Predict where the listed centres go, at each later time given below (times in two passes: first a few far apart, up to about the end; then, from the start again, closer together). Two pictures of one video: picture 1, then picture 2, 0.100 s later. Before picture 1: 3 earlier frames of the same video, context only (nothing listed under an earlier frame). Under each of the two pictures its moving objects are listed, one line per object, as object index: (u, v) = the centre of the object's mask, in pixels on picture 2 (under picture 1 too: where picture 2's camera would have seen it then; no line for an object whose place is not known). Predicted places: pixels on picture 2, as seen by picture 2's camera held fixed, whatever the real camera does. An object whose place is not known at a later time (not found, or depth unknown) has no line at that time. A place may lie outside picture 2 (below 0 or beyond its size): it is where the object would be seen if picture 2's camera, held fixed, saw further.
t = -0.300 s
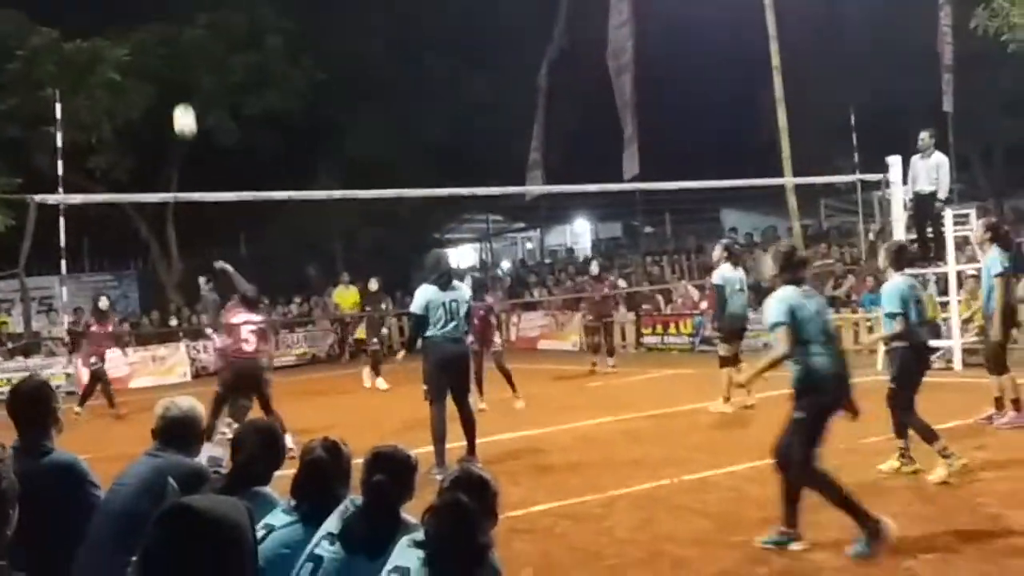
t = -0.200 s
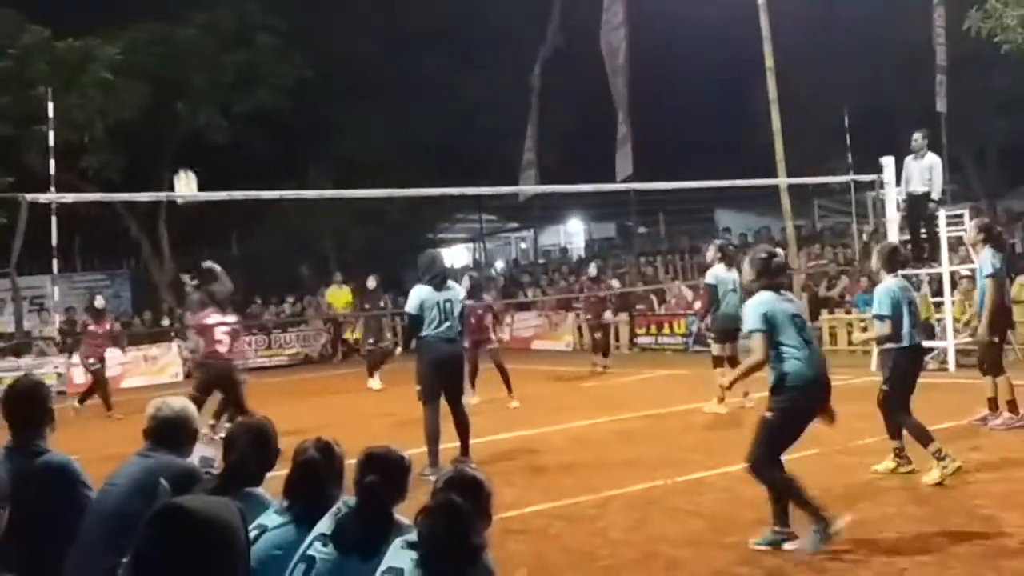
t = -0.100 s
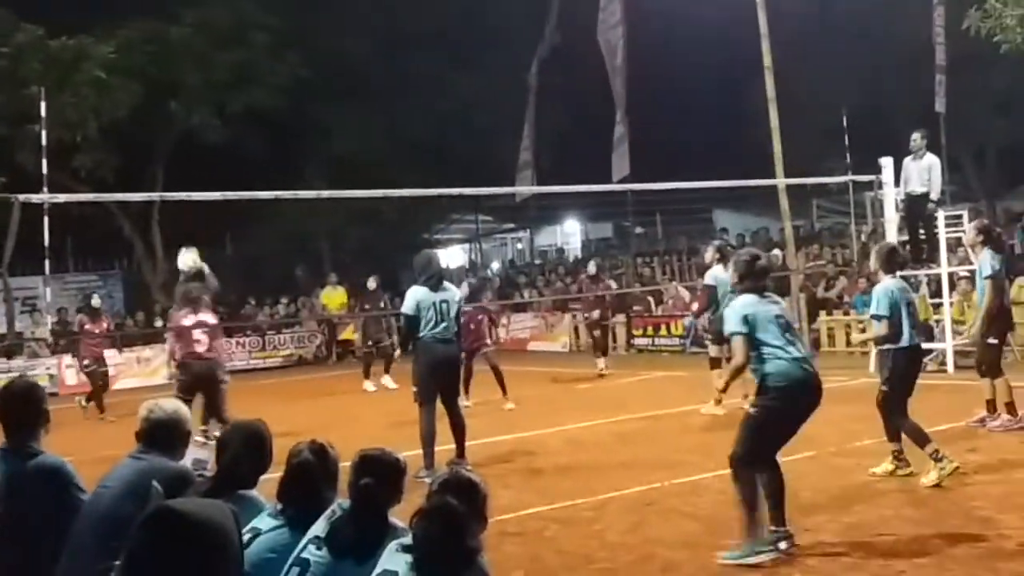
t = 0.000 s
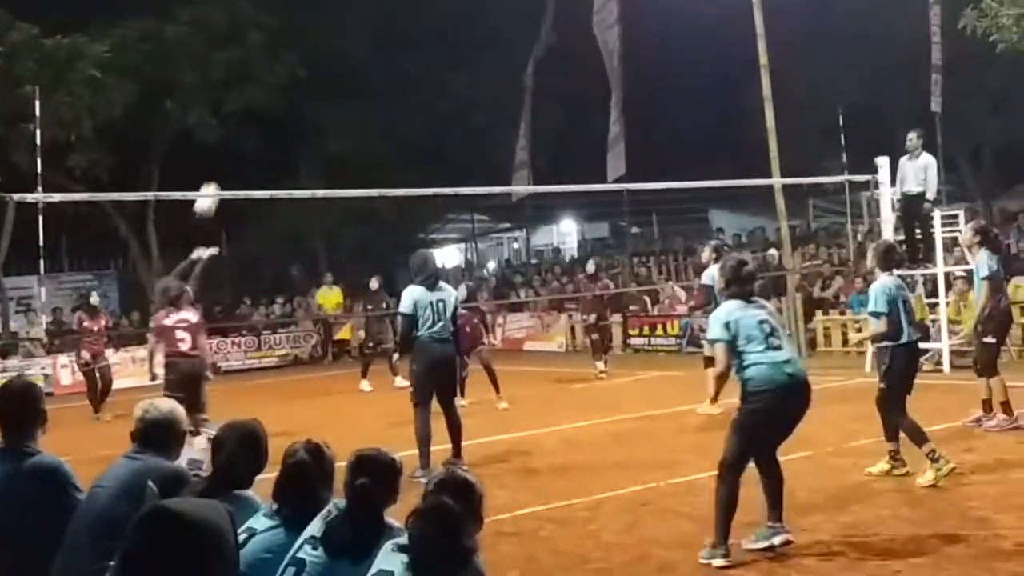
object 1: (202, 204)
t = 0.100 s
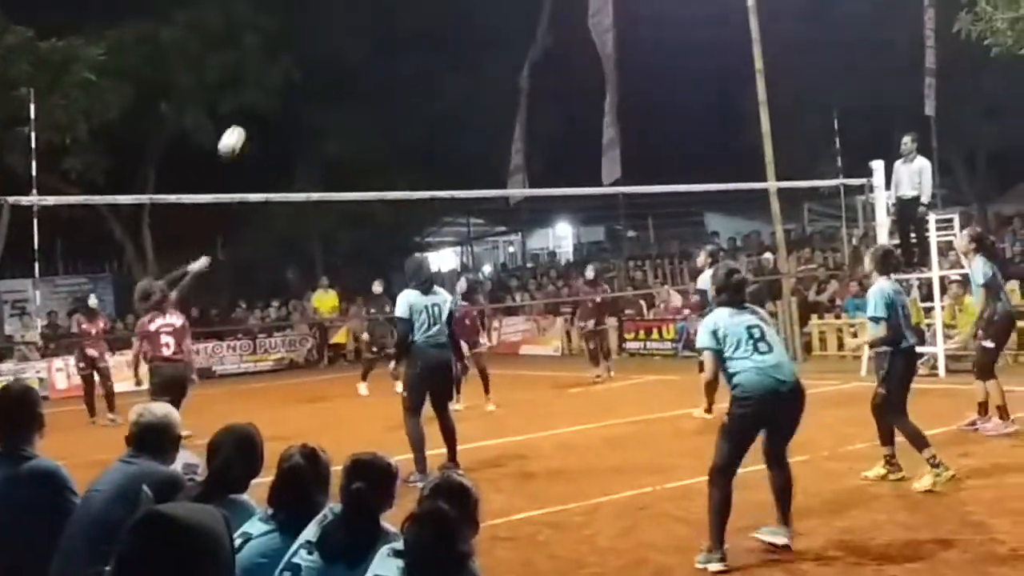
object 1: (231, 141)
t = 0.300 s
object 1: (287, 50)
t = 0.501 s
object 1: (340, 4)
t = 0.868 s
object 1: (431, 18)
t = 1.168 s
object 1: (500, 113)
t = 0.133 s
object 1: (241, 122)
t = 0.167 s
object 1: (250, 105)
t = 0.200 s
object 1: (260, 90)
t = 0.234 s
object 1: (269, 75)
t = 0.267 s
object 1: (278, 63)
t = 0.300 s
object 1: (287, 50)
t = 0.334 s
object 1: (296, 40)
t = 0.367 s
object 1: (305, 30)
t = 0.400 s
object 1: (314, 21)
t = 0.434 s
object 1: (322, 14)
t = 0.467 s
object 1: (331, 8)
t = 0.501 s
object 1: (340, 4)
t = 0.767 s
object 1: (408, 2)
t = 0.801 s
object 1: (415, 6)
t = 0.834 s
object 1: (424, 12)
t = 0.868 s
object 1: (431, 18)
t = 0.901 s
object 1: (440, 25)
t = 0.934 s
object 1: (448, 33)
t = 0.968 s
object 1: (455, 42)
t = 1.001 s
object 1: (463, 51)
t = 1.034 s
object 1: (471, 62)
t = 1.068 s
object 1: (479, 73)
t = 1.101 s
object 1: (486, 86)
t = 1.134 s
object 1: (494, 99)
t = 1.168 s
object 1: (500, 113)
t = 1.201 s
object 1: (508, 127)
